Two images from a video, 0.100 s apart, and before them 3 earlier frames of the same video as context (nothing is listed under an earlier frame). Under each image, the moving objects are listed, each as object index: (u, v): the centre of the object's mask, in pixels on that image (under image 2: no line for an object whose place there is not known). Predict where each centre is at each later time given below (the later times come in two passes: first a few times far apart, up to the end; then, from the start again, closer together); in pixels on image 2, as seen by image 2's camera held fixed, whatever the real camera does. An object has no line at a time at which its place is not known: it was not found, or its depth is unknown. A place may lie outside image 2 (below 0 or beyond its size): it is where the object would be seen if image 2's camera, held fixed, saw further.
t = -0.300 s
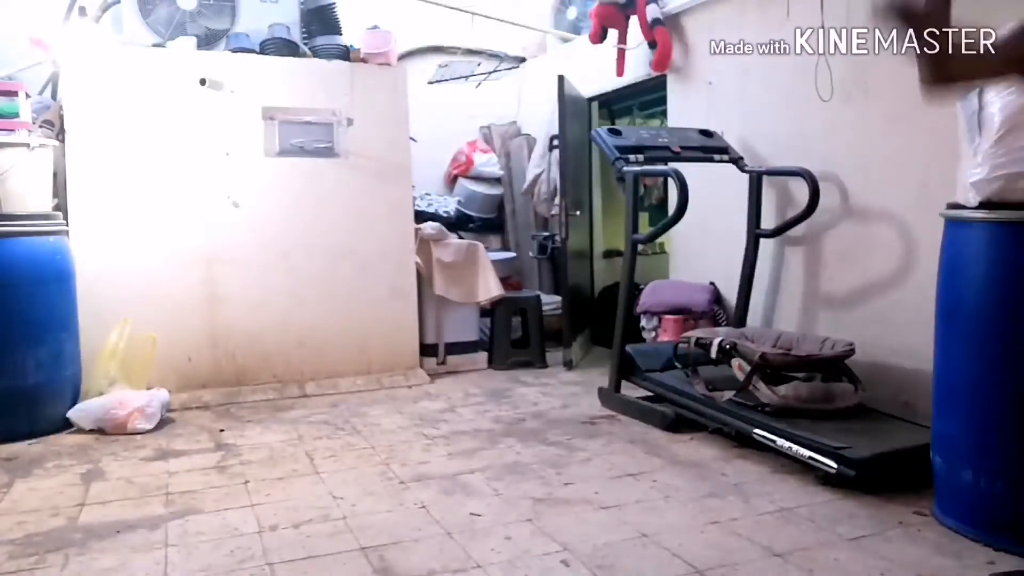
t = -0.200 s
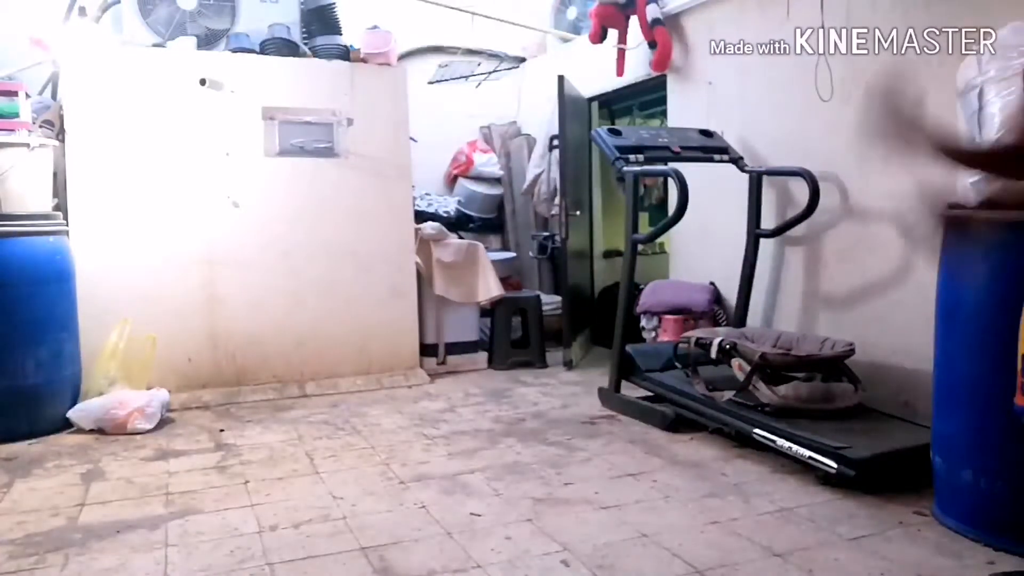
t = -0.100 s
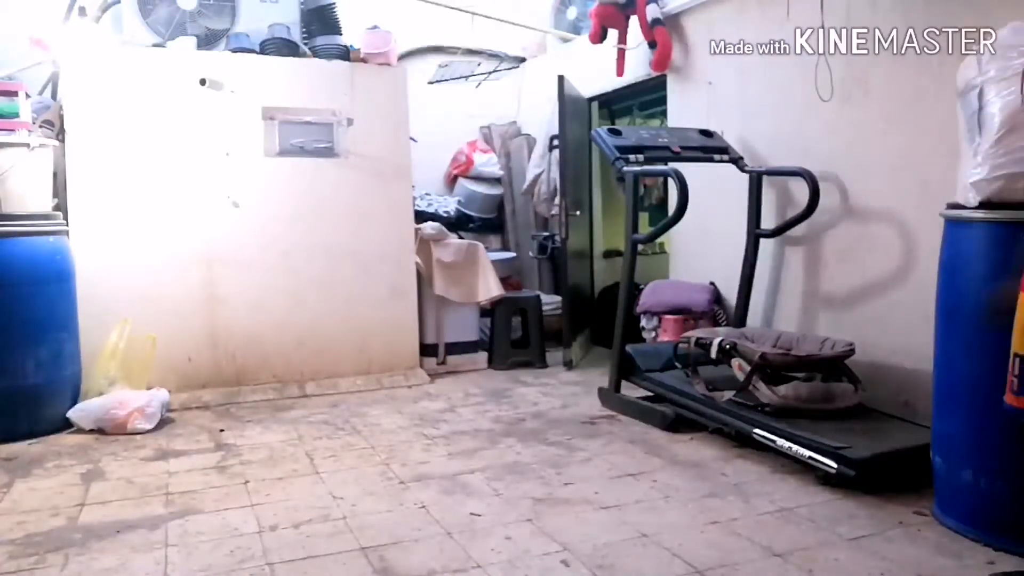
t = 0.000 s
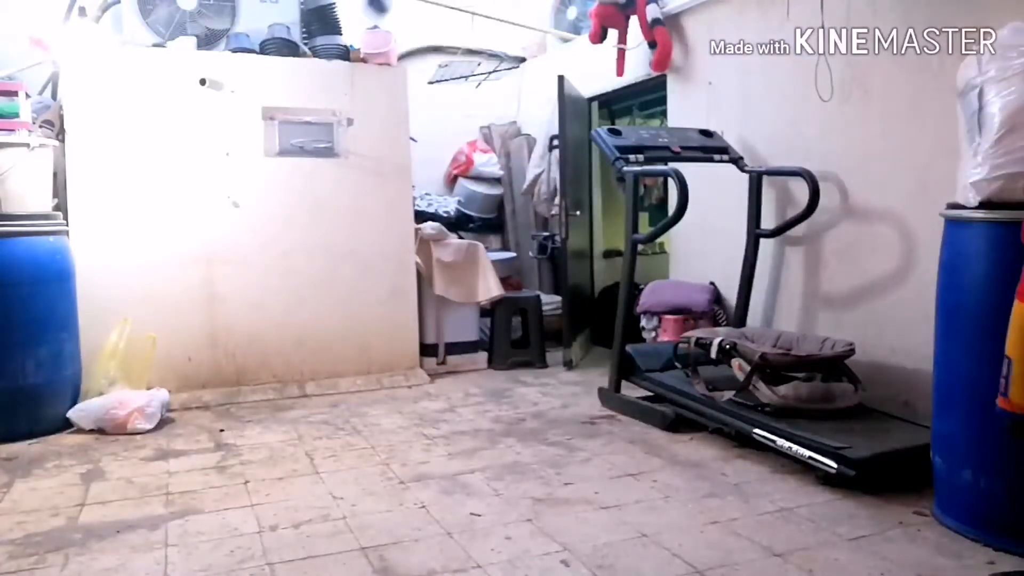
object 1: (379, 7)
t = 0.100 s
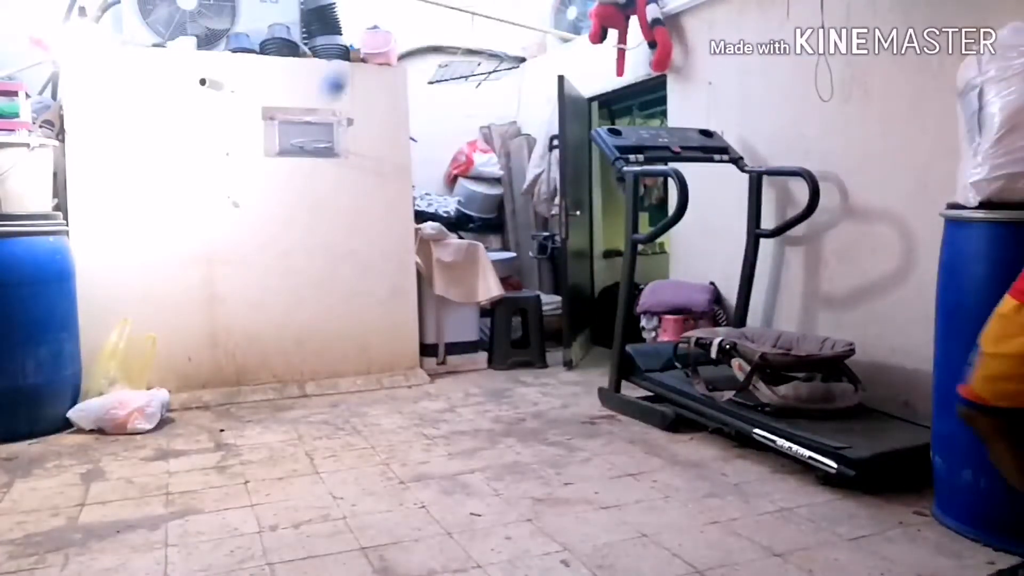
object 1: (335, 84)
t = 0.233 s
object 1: (313, 164)
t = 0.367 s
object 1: (320, 264)
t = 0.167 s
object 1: (315, 129)
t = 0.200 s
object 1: (316, 150)
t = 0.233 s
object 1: (313, 164)
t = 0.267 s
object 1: (315, 185)
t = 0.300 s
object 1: (316, 208)
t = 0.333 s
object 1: (318, 235)
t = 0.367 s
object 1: (320, 264)
